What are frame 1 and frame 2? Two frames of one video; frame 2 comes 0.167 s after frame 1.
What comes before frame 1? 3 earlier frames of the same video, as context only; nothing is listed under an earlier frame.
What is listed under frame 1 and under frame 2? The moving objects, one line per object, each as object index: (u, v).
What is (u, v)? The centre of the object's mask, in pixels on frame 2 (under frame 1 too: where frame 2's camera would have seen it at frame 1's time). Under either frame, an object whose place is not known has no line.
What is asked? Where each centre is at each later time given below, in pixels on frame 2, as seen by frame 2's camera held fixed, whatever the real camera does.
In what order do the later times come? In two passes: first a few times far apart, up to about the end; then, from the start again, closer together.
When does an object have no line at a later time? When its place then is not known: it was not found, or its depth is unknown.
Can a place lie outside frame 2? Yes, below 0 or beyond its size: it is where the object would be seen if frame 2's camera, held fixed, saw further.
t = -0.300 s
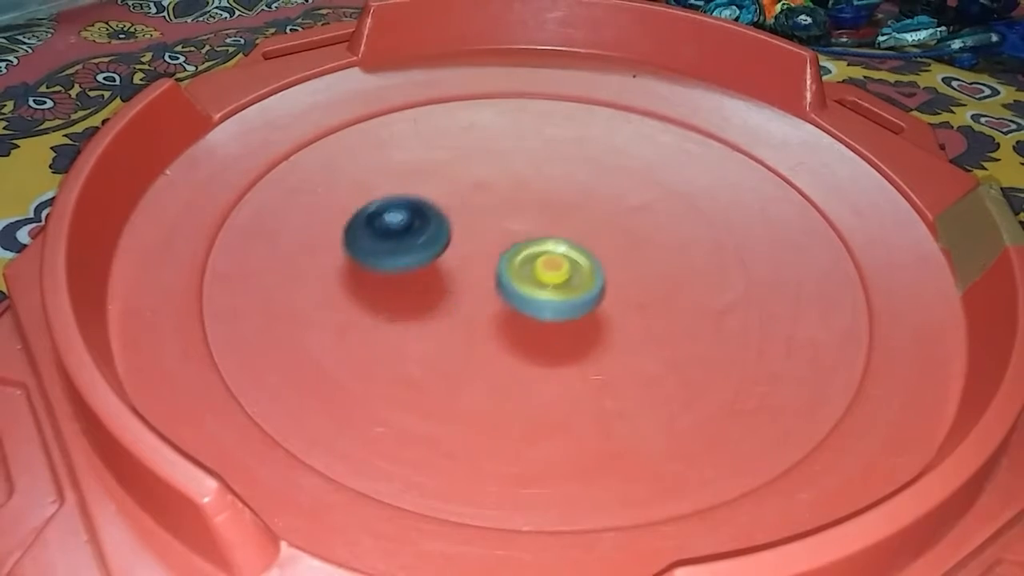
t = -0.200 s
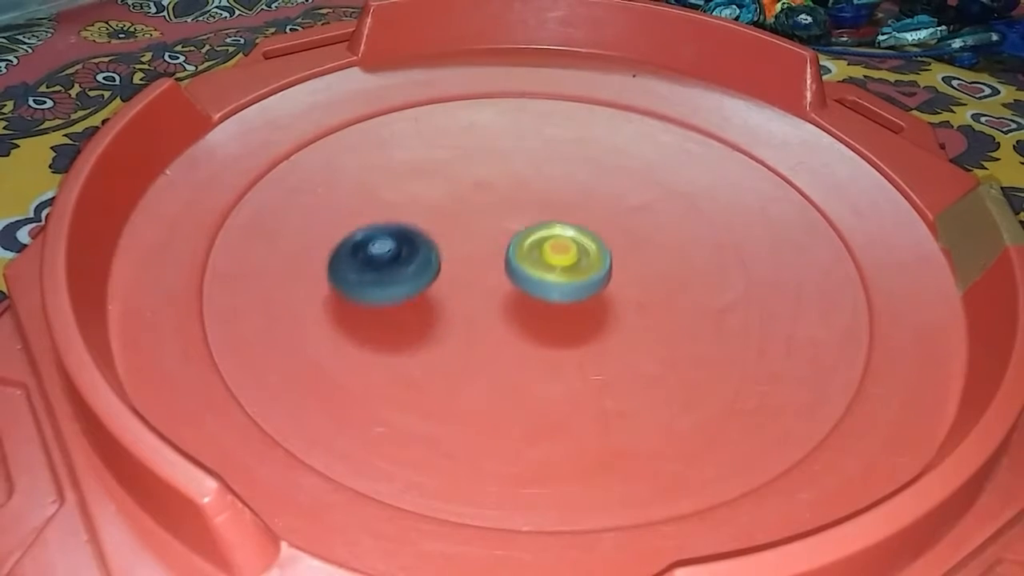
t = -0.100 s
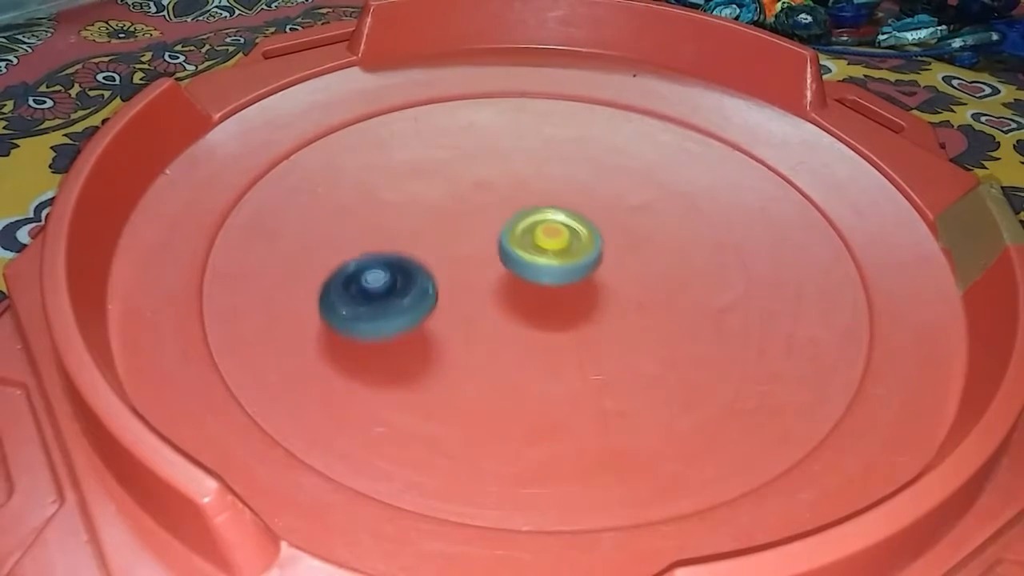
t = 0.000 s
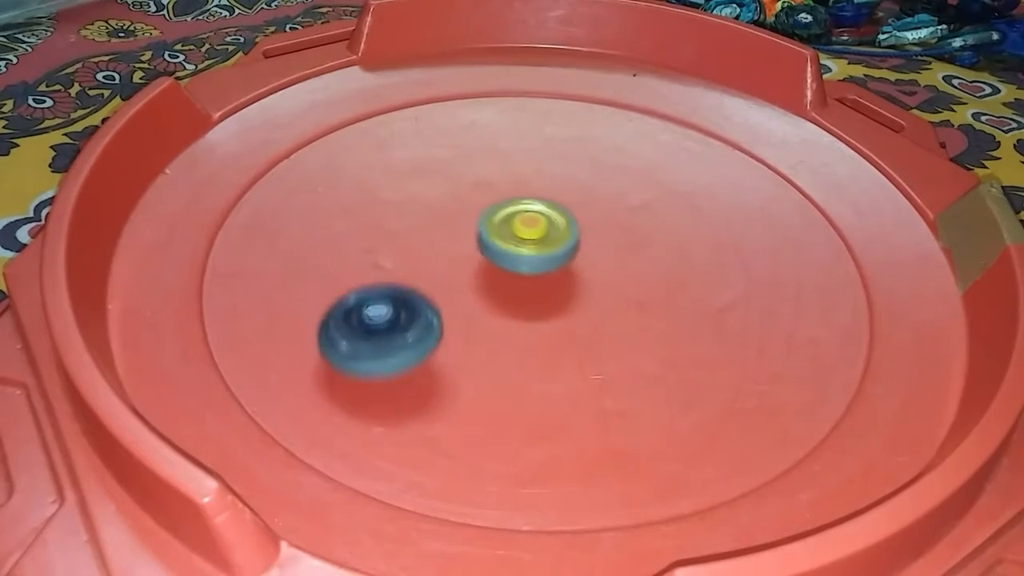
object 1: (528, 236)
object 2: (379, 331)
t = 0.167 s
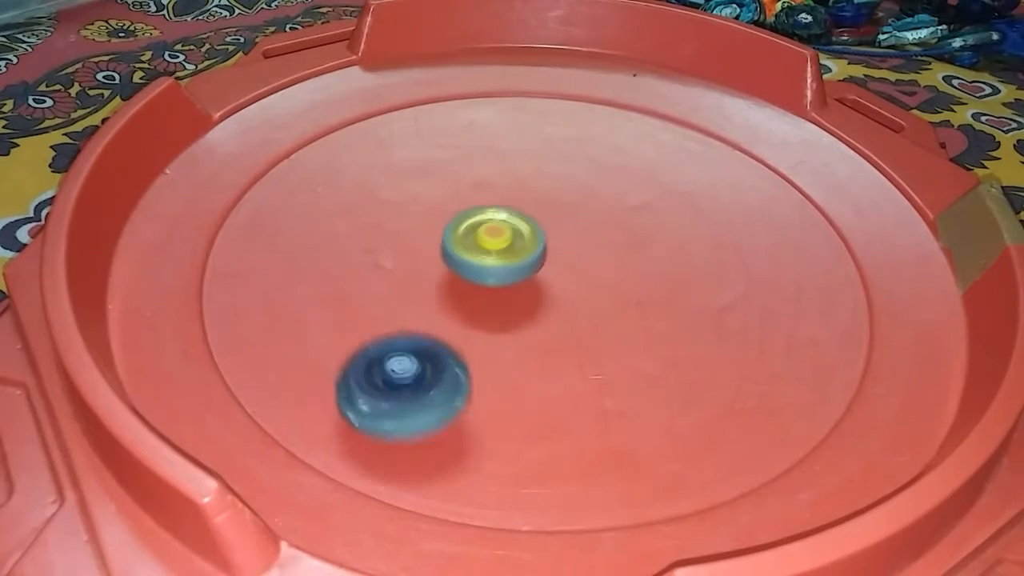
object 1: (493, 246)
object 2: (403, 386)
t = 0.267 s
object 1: (488, 264)
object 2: (435, 415)
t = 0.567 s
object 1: (537, 306)
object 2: (567, 438)
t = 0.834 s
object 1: (589, 269)
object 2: (641, 430)
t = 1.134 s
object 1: (485, 123)
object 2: (744, 443)
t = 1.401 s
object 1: (363, 168)
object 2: (693, 357)
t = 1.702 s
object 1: (349, 287)
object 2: (600, 274)
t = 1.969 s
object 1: (481, 372)
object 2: (530, 208)
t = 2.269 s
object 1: (655, 363)
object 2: (466, 161)
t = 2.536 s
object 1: (692, 299)
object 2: (420, 169)
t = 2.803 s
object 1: (612, 254)
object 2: (425, 226)
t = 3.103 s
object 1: (681, 237)
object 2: (209, 303)
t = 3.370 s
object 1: (619, 209)
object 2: (399, 423)
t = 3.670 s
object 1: (511, 246)
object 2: (522, 429)
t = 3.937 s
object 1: (471, 320)
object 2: (606, 383)
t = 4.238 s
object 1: (507, 395)
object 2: (655, 318)
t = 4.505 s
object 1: (585, 393)
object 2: (670, 268)
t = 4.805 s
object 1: (556, 323)
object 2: (644, 230)
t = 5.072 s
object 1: (477, 279)
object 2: (580, 224)
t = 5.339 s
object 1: (402, 263)
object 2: (504, 235)
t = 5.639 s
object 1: (235, 319)
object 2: (599, 219)
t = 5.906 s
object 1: (365, 378)
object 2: (582, 228)
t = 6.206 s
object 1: (516, 338)
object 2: (535, 259)
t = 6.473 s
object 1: (589, 382)
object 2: (517, 182)
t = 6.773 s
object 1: (666, 305)
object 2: (472, 173)
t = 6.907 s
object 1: (661, 273)
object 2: (456, 186)
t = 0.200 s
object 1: (489, 251)
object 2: (411, 396)
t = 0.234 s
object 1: (487, 258)
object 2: (423, 405)
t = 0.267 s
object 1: (488, 264)
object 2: (435, 415)
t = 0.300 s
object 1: (492, 271)
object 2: (448, 422)
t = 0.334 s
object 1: (495, 276)
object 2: (461, 429)
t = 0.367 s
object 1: (500, 282)
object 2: (476, 434)
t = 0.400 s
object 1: (505, 287)
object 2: (490, 439)
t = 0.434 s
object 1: (510, 292)
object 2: (506, 442)
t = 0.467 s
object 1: (516, 296)
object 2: (522, 443)
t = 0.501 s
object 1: (522, 301)
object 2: (537, 443)
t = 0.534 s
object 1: (529, 303)
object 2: (553, 441)
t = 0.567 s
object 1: (537, 306)
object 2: (567, 438)
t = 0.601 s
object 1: (545, 309)
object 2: (581, 433)
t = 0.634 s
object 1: (554, 311)
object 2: (594, 427)
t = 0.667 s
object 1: (564, 312)
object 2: (604, 419)
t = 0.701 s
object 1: (573, 311)
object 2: (613, 410)
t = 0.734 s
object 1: (581, 310)
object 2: (619, 402)
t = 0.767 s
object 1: (587, 307)
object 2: (624, 393)
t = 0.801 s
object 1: (590, 302)
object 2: (627, 386)
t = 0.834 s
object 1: (589, 269)
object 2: (641, 430)
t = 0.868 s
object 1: (586, 230)
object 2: (653, 464)
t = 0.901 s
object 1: (581, 198)
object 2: (663, 483)
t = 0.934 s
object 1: (574, 171)
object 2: (672, 489)
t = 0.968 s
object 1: (563, 150)
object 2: (684, 487)
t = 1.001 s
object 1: (552, 134)
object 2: (699, 481)
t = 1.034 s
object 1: (539, 125)
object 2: (714, 474)
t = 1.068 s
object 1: (522, 123)
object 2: (728, 466)
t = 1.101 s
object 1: (504, 122)
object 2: (738, 455)
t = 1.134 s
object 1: (485, 123)
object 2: (744, 443)
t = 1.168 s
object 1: (466, 125)
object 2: (743, 430)
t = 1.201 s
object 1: (450, 128)
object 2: (740, 420)
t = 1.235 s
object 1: (433, 132)
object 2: (735, 410)
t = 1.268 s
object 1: (416, 136)
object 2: (728, 399)
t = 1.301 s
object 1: (402, 143)
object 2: (722, 389)
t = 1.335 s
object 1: (387, 150)
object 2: (713, 378)
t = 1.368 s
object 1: (374, 158)
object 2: (704, 367)
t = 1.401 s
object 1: (363, 168)
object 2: (693, 357)
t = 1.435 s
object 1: (353, 179)
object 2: (683, 347)
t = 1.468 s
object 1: (345, 190)
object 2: (672, 337)
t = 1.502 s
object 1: (339, 203)
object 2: (661, 328)
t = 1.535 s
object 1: (335, 216)
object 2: (651, 319)
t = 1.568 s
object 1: (333, 230)
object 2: (640, 309)
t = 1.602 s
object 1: (333, 244)
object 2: (629, 300)
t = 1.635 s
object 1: (336, 258)
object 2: (619, 291)
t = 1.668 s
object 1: (341, 273)
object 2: (610, 282)
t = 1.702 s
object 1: (349, 287)
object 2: (600, 274)
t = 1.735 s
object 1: (358, 301)
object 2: (591, 265)
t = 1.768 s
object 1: (370, 315)
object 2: (581, 256)
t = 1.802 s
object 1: (384, 327)
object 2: (572, 247)
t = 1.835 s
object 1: (400, 339)
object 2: (562, 239)
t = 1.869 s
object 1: (418, 350)
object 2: (553, 232)
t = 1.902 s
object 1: (438, 359)
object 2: (545, 223)
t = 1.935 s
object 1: (459, 366)
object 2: (537, 216)
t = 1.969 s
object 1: (481, 372)
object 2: (530, 208)
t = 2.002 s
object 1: (502, 378)
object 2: (522, 202)
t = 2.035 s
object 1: (523, 381)
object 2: (515, 195)
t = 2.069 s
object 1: (545, 384)
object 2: (507, 189)
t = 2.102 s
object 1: (565, 384)
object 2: (499, 183)
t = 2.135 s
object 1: (586, 382)
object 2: (492, 177)
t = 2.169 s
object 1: (606, 379)
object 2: (486, 172)
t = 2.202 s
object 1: (625, 376)
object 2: (479, 168)
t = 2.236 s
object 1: (641, 370)
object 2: (473, 164)
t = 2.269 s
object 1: (655, 363)
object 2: (466, 161)
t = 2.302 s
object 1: (666, 356)
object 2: (459, 158)
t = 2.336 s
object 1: (676, 349)
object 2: (452, 156)
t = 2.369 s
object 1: (684, 341)
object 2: (446, 156)
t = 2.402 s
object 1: (690, 333)
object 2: (440, 157)
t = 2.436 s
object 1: (694, 325)
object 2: (435, 158)
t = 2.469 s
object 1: (696, 316)
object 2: (429, 161)
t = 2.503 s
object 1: (695, 307)
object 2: (424, 164)
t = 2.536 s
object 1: (692, 299)
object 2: (420, 169)
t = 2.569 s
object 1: (687, 291)
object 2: (418, 175)
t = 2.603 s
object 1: (680, 283)
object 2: (416, 181)
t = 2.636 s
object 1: (672, 277)
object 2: (416, 188)
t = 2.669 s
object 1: (662, 271)
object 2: (417, 195)
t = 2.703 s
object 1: (651, 265)
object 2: (418, 202)
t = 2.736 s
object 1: (638, 260)
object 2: (420, 210)
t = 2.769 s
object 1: (625, 257)
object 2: (422, 218)
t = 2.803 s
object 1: (612, 254)
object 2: (425, 226)
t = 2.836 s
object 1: (597, 251)
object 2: (428, 235)
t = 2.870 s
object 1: (583, 251)
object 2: (431, 244)
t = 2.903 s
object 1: (568, 250)
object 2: (435, 253)
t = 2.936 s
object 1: (553, 251)
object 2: (440, 262)
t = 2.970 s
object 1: (567, 249)
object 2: (406, 269)
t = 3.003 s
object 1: (610, 245)
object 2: (339, 275)
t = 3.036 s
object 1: (644, 242)
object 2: (284, 282)
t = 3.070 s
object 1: (667, 240)
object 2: (239, 292)
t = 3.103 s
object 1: (681, 237)
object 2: (209, 303)
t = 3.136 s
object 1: (684, 233)
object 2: (194, 319)
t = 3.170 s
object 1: (680, 228)
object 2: (186, 342)
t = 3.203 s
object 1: (673, 222)
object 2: (213, 362)
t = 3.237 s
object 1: (664, 217)
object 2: (255, 386)
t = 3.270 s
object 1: (653, 213)
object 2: (299, 403)
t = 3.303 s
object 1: (643, 211)
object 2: (341, 413)
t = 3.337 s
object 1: (631, 210)
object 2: (375, 420)
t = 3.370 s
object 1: (619, 209)
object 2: (399, 423)
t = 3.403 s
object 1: (607, 210)
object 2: (416, 427)
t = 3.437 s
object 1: (594, 212)
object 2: (430, 430)
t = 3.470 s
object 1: (581, 214)
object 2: (442, 433)
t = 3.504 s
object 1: (568, 218)
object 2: (455, 434)
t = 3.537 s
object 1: (556, 222)
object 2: (468, 435)
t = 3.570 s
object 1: (545, 227)
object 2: (482, 435)
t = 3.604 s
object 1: (534, 233)
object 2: (495, 434)
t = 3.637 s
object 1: (522, 239)
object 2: (509, 432)
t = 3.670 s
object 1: (511, 246)
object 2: (522, 429)
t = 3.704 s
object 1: (502, 254)
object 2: (535, 425)
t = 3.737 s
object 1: (494, 263)
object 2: (547, 420)
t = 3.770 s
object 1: (489, 272)
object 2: (559, 415)
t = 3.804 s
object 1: (484, 281)
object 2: (569, 410)
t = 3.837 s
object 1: (479, 290)
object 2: (579, 404)
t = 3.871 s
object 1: (475, 300)
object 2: (589, 397)
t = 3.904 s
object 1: (472, 310)
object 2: (598, 391)
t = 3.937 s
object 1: (471, 320)
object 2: (606, 383)
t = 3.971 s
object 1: (469, 330)
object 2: (614, 376)
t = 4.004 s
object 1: (469, 339)
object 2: (621, 369)
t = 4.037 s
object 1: (470, 348)
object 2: (627, 362)
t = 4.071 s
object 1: (472, 357)
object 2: (633, 354)
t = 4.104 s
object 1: (477, 366)
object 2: (639, 347)
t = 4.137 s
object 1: (482, 374)
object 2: (643, 339)
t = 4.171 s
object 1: (490, 382)
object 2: (648, 332)
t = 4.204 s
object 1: (498, 389)
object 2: (652, 325)
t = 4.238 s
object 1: (507, 395)
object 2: (655, 318)
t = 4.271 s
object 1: (519, 400)
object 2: (659, 311)
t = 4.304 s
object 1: (529, 404)
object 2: (661, 304)
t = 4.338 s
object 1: (540, 406)
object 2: (664, 298)
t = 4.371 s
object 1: (551, 406)
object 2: (666, 291)
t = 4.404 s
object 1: (560, 405)
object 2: (668, 285)
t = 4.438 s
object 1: (570, 402)
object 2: (669, 279)
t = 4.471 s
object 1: (578, 398)
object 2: (670, 273)
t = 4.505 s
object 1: (585, 393)
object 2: (670, 268)
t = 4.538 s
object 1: (589, 387)
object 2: (670, 262)
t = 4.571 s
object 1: (592, 379)
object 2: (669, 257)
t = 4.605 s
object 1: (592, 371)
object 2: (668, 252)
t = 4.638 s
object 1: (591, 363)
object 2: (665, 248)
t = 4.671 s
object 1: (587, 355)
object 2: (662, 243)
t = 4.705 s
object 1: (581, 346)
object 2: (659, 240)
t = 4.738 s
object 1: (574, 339)
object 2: (655, 236)
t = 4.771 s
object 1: (565, 331)
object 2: (650, 233)
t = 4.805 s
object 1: (556, 323)
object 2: (644, 230)
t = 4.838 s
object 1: (547, 316)
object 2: (638, 228)
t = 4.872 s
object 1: (538, 309)
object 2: (630, 226)
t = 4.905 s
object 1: (529, 303)
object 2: (622, 224)
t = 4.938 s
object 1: (519, 297)
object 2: (615, 224)
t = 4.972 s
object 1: (509, 292)
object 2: (606, 223)
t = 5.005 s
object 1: (499, 287)
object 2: (598, 222)
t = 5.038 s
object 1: (487, 283)
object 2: (589, 223)
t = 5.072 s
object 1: (477, 279)
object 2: (580, 224)
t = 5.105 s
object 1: (467, 275)
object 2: (572, 224)
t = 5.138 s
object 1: (457, 273)
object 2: (563, 226)
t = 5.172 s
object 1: (448, 271)
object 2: (553, 227)
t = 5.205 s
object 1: (438, 269)
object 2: (544, 228)
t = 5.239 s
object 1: (429, 267)
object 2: (535, 229)
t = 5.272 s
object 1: (419, 265)
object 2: (525, 231)
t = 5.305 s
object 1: (411, 264)
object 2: (514, 233)
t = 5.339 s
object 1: (402, 263)
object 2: (504, 235)
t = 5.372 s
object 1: (394, 262)
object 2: (494, 237)
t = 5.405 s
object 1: (358, 265)
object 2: (509, 235)
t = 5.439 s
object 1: (302, 267)
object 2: (546, 229)
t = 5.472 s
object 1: (259, 271)
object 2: (574, 225)
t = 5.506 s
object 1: (228, 276)
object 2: (591, 224)
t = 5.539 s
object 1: (212, 285)
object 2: (599, 224)
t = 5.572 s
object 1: (208, 295)
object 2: (599, 222)
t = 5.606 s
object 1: (221, 308)
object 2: (600, 220)
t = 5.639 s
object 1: (235, 319)
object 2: (599, 219)
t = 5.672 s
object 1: (248, 332)
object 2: (599, 218)
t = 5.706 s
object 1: (261, 344)
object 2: (598, 218)
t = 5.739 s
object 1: (275, 354)
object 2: (596, 218)
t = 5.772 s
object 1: (289, 361)
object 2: (594, 219)
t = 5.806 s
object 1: (306, 368)
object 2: (591, 221)
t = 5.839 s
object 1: (324, 372)
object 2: (588, 223)
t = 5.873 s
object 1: (345, 376)
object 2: (586, 225)
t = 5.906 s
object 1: (365, 378)
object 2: (582, 228)
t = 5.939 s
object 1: (386, 378)
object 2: (579, 232)
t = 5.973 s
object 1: (405, 376)
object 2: (575, 236)
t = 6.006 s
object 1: (424, 373)
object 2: (570, 239)
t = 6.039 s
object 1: (443, 368)
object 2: (565, 243)
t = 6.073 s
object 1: (461, 362)
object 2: (559, 247)
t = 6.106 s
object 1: (478, 356)
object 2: (553, 251)
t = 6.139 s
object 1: (493, 349)
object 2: (547, 255)
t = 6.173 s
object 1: (507, 341)
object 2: (541, 258)
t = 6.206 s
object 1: (516, 338)
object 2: (535, 259)
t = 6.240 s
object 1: (513, 358)
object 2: (540, 238)
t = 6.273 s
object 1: (512, 379)
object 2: (544, 216)
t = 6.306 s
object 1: (515, 392)
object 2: (545, 202)
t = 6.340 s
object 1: (523, 398)
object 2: (542, 196)
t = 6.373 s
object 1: (537, 397)
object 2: (535, 192)
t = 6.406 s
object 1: (554, 394)
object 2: (529, 189)
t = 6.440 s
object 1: (572, 389)
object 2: (523, 185)
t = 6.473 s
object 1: (589, 382)
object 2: (517, 182)
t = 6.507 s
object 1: (605, 376)
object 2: (512, 179)
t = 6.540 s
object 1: (620, 368)
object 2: (506, 176)
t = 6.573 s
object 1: (631, 360)
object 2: (501, 173)
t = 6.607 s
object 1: (641, 351)
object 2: (496, 172)
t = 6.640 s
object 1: (650, 342)
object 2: (491, 170)
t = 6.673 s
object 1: (656, 333)
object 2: (486, 170)
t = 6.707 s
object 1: (661, 324)
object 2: (481, 170)
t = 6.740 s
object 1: (664, 314)
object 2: (476, 171)
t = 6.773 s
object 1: (666, 305)
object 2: (472, 173)
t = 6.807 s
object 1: (667, 297)
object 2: (467, 176)
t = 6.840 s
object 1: (664, 281)
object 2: (459, 182)
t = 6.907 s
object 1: (661, 273)
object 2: (456, 186)
